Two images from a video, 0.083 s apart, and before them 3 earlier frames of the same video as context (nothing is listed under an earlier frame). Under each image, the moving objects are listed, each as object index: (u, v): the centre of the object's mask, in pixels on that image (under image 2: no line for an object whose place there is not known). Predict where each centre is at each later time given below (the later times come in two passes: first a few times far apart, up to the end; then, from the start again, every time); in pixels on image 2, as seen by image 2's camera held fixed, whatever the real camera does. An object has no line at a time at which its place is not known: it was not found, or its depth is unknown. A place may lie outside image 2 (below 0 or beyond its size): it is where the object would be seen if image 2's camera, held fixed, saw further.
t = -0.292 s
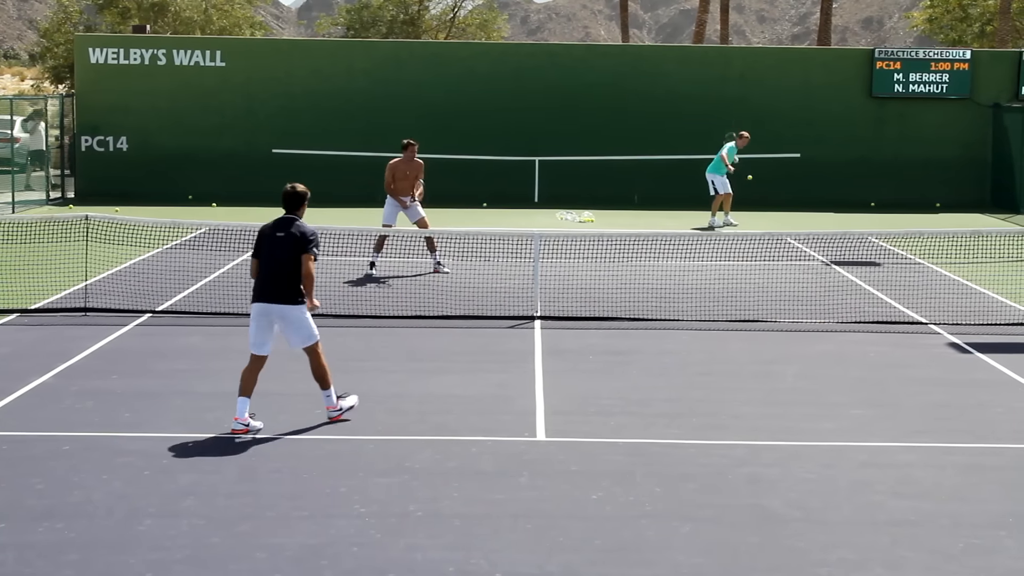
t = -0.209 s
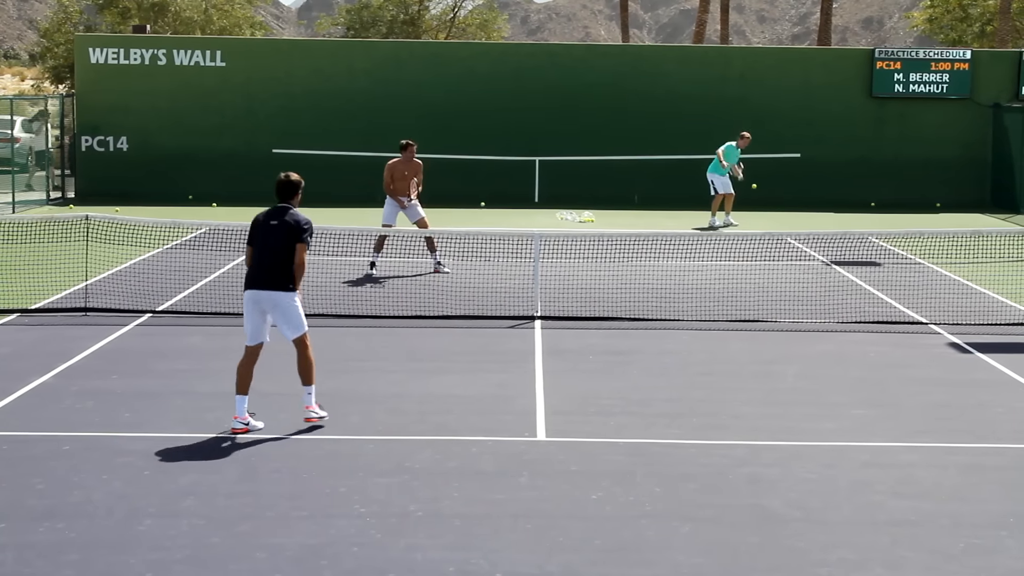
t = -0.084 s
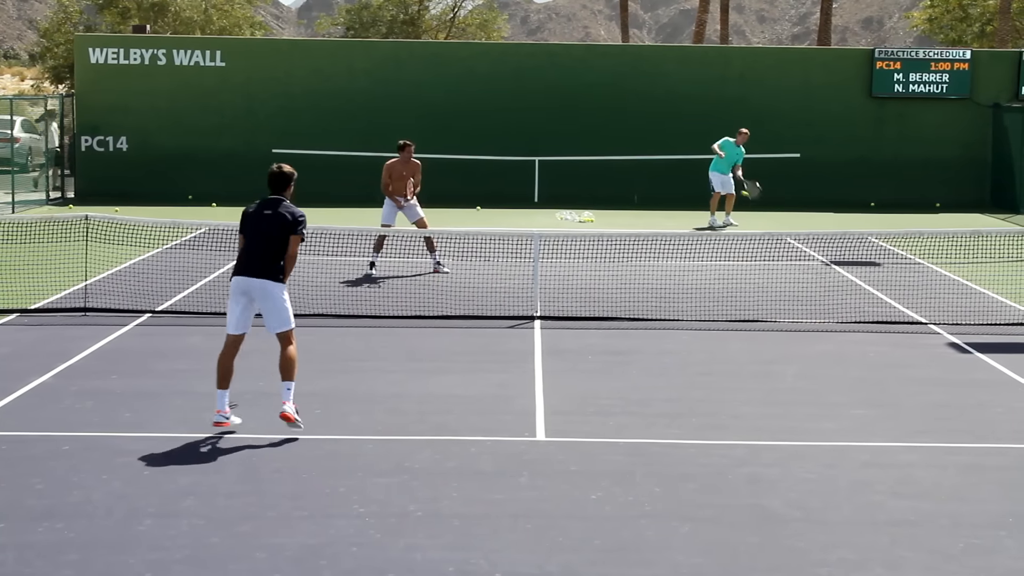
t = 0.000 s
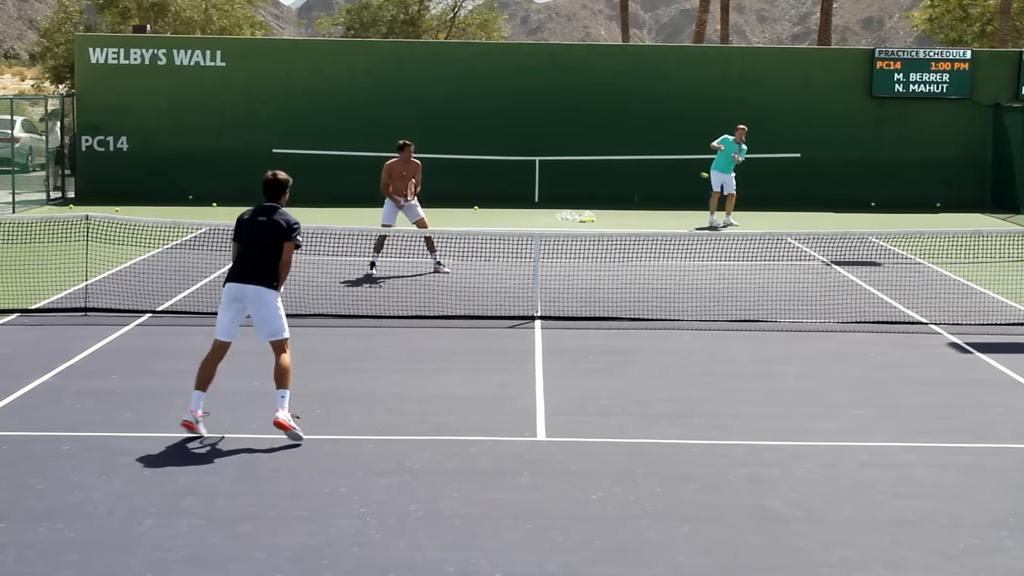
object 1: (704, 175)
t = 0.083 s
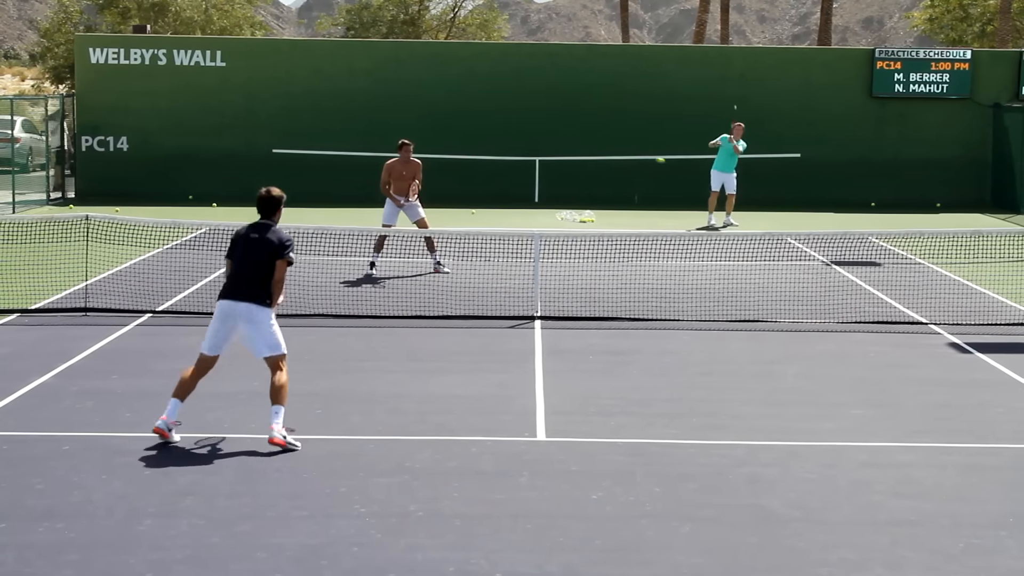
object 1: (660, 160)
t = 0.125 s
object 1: (636, 154)
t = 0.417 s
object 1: (425, 148)
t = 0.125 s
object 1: (636, 154)
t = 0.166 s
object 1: (611, 149)
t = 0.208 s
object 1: (584, 145)
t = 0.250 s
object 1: (556, 142)
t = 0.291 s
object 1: (526, 141)
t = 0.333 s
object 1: (494, 142)
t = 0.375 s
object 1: (461, 144)
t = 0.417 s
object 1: (425, 148)
